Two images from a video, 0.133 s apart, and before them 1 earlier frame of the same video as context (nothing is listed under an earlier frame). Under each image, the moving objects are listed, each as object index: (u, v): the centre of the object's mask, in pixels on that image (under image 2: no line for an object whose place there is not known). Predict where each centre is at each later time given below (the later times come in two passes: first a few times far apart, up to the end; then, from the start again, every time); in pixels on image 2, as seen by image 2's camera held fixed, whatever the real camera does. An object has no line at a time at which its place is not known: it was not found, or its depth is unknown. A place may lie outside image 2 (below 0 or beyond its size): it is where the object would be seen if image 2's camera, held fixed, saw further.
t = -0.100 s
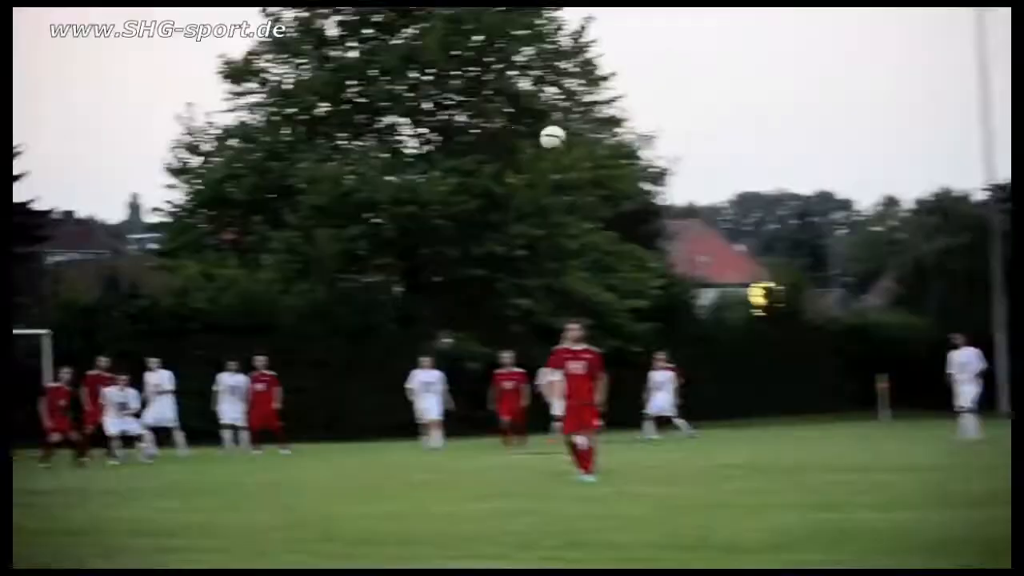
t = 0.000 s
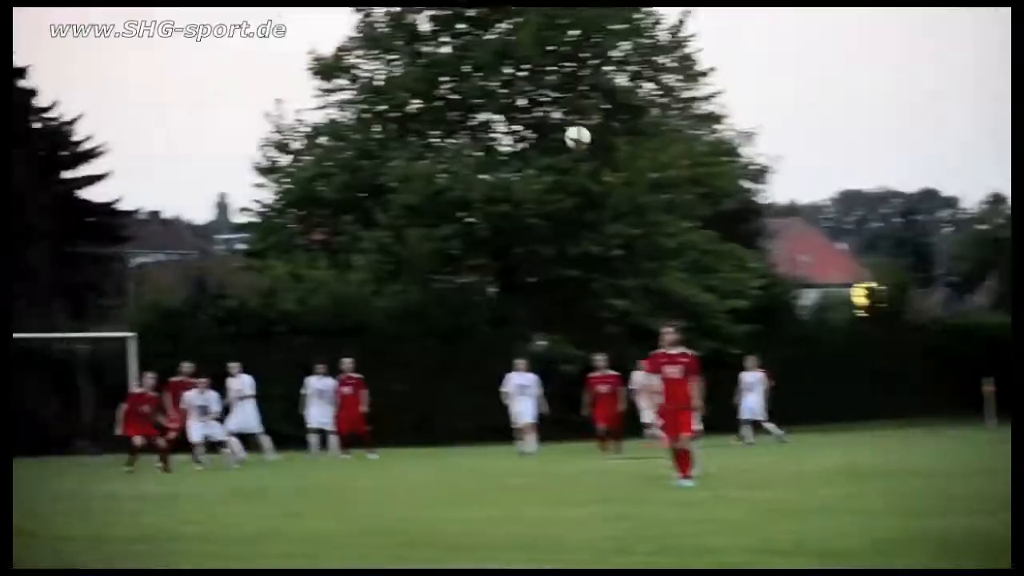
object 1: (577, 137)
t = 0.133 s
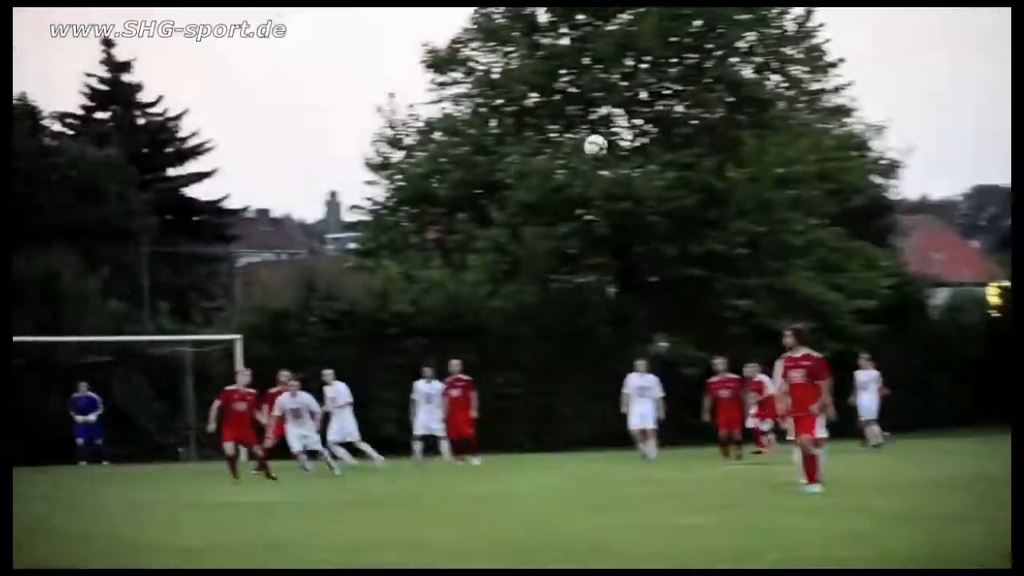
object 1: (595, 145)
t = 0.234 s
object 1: (525, 162)
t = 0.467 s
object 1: (387, 220)
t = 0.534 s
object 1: (351, 241)
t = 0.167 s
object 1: (572, 150)
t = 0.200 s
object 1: (548, 156)
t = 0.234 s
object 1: (525, 162)
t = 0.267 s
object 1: (503, 169)
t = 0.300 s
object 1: (483, 177)
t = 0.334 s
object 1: (462, 184)
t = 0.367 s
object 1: (442, 192)
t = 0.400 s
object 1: (423, 201)
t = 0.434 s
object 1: (405, 212)
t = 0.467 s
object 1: (387, 220)
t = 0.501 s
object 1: (368, 230)
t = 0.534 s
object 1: (351, 241)
